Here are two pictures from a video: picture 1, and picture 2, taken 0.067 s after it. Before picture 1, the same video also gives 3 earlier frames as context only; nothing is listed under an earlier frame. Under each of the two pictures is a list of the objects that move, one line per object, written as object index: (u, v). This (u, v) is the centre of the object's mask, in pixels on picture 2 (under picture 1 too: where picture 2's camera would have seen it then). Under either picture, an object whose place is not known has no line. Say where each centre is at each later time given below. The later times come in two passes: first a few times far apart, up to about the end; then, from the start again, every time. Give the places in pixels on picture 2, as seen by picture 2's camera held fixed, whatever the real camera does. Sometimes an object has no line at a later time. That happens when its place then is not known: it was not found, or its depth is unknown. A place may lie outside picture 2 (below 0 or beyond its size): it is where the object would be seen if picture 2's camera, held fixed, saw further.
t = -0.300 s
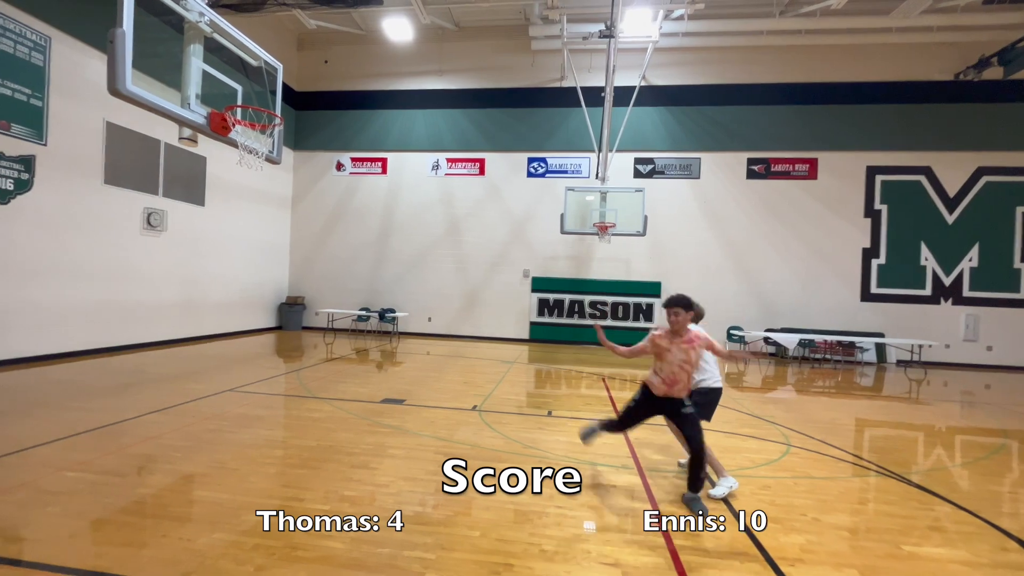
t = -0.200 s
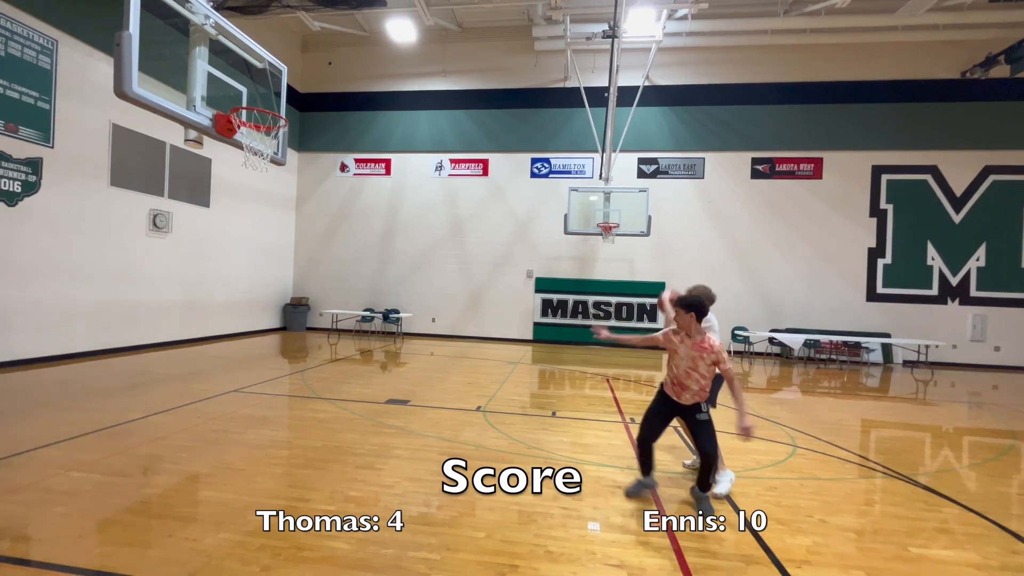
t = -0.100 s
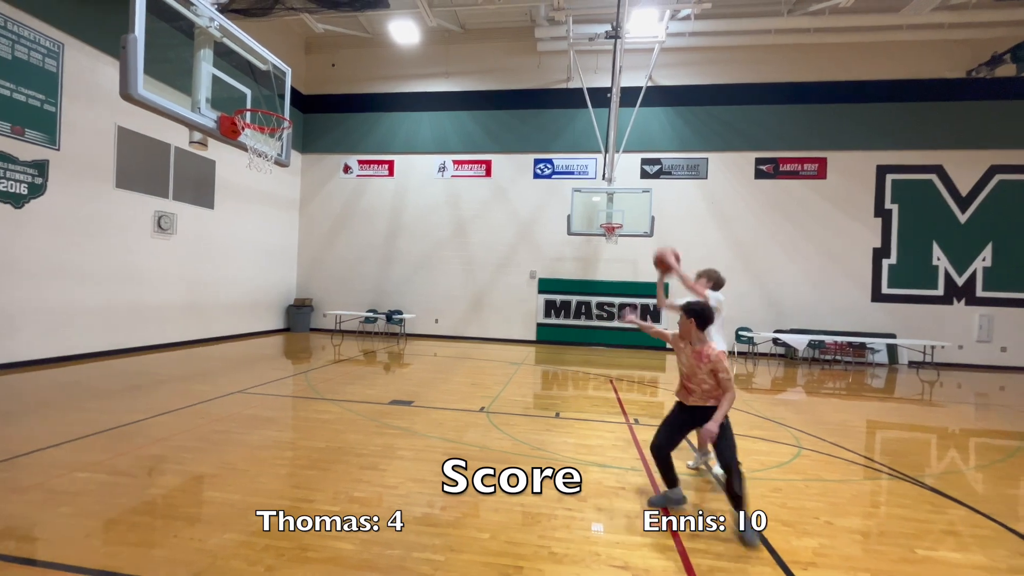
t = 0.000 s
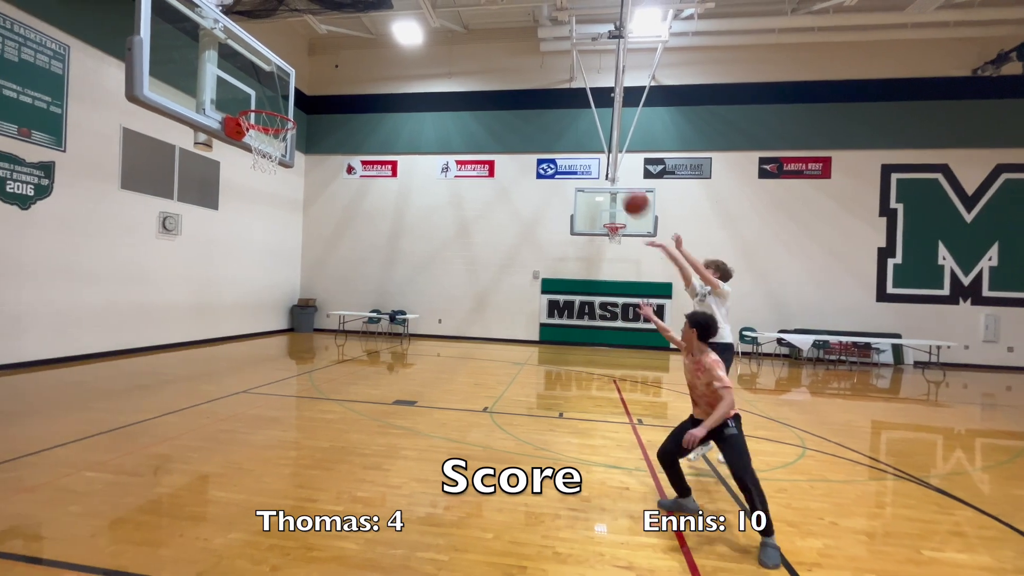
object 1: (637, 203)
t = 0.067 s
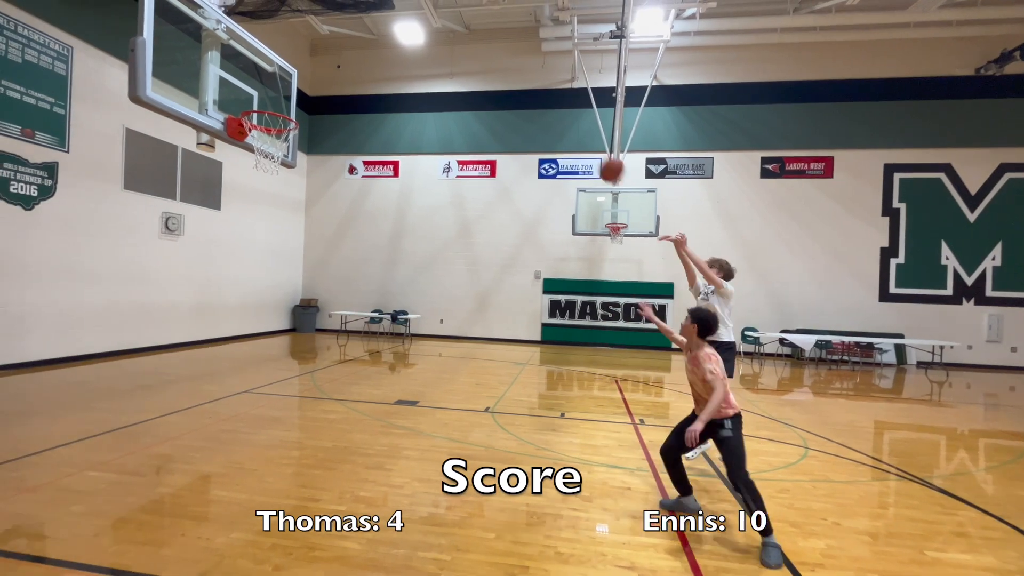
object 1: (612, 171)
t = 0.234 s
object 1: (545, 105)
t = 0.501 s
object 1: (438, 67)
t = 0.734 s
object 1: (342, 93)
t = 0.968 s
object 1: (343, 157)
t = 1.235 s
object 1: (427, 299)
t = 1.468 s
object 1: (503, 448)
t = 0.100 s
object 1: (598, 153)
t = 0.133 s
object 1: (585, 141)
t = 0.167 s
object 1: (572, 128)
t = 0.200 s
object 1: (558, 116)
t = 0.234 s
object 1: (545, 105)
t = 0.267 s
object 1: (532, 98)
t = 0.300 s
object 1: (519, 91)
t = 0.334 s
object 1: (505, 84)
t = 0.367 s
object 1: (492, 78)
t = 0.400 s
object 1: (478, 73)
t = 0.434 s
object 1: (465, 70)
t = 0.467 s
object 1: (451, 68)
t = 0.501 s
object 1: (438, 67)
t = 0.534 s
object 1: (424, 68)
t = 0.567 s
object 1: (410, 69)
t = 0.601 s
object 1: (396, 71)
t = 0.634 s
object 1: (383, 74)
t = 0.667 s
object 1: (369, 79)
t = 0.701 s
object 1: (356, 86)
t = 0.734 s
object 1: (342, 93)
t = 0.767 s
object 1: (328, 101)
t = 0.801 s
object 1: (315, 110)
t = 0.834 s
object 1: (304, 120)
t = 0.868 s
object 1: (313, 127)
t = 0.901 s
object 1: (323, 136)
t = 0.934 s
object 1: (333, 145)
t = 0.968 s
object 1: (343, 157)
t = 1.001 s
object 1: (353, 170)
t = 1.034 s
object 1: (364, 185)
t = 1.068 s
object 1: (375, 200)
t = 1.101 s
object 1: (385, 216)
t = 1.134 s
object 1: (395, 235)
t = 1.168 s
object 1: (406, 255)
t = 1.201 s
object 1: (417, 276)
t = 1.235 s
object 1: (427, 299)
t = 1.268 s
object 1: (438, 323)
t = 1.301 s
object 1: (449, 350)
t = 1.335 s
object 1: (459, 378)
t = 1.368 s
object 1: (469, 408)
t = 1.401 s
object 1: (480, 439)
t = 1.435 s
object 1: (491, 470)
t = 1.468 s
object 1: (503, 448)
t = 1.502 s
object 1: (515, 427)
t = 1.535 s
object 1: (527, 405)
